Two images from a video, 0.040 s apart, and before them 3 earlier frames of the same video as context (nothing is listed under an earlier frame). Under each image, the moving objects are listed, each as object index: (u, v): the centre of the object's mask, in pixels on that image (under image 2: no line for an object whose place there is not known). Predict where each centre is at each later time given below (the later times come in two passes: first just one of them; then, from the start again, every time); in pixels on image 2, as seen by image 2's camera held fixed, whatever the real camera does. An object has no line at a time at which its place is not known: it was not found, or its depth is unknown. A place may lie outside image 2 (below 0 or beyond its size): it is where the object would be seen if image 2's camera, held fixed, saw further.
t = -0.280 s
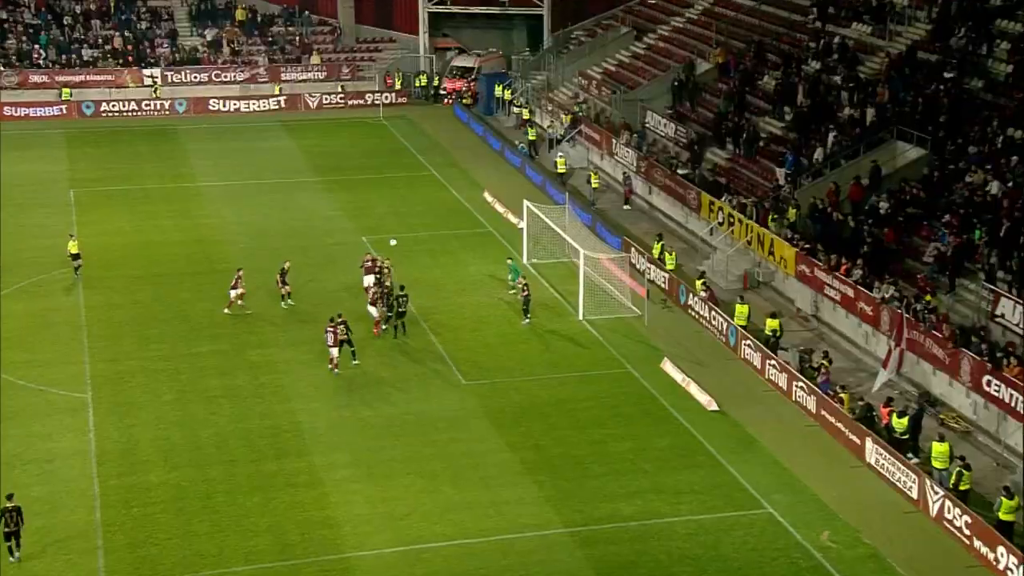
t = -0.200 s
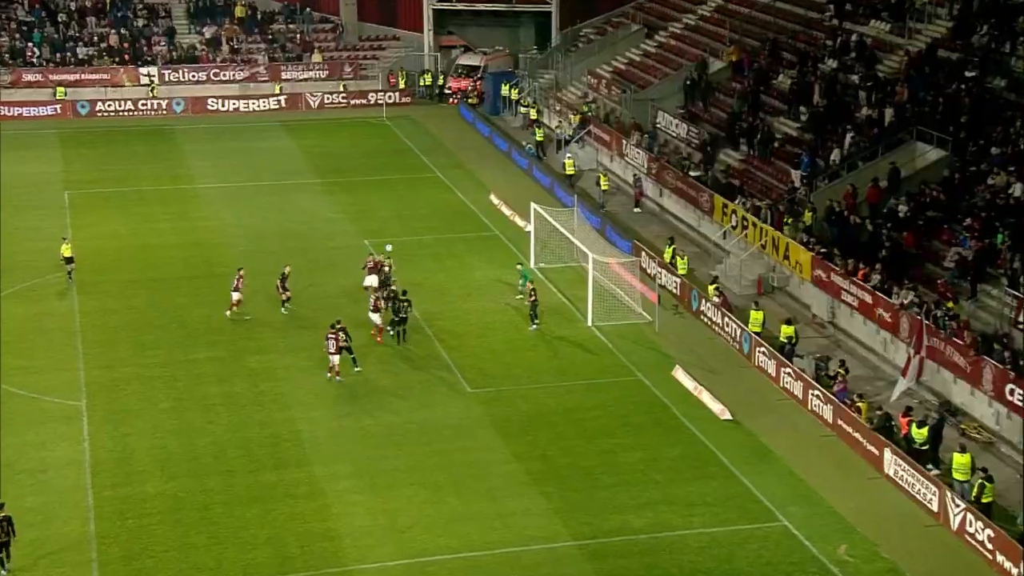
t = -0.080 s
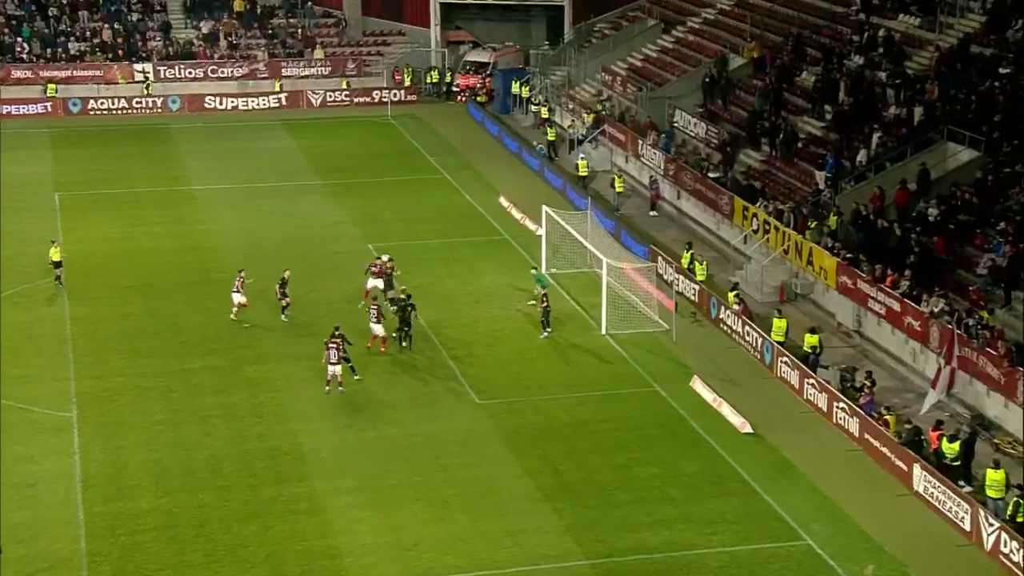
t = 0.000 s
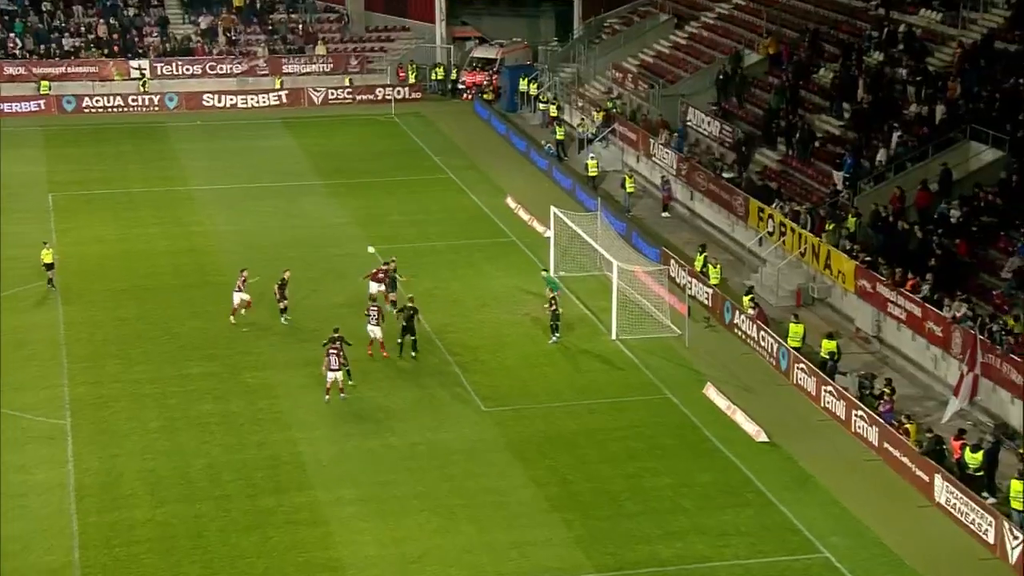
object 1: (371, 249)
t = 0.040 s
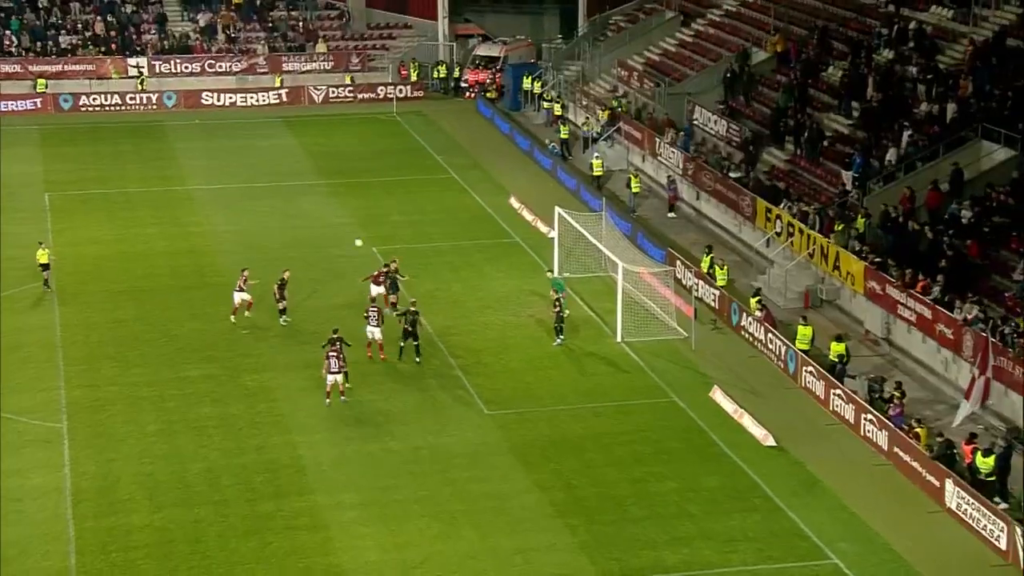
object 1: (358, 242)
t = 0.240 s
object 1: (291, 209)
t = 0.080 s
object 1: (345, 235)
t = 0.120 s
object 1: (331, 228)
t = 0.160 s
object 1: (318, 221)
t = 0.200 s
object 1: (304, 215)
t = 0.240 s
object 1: (291, 209)
